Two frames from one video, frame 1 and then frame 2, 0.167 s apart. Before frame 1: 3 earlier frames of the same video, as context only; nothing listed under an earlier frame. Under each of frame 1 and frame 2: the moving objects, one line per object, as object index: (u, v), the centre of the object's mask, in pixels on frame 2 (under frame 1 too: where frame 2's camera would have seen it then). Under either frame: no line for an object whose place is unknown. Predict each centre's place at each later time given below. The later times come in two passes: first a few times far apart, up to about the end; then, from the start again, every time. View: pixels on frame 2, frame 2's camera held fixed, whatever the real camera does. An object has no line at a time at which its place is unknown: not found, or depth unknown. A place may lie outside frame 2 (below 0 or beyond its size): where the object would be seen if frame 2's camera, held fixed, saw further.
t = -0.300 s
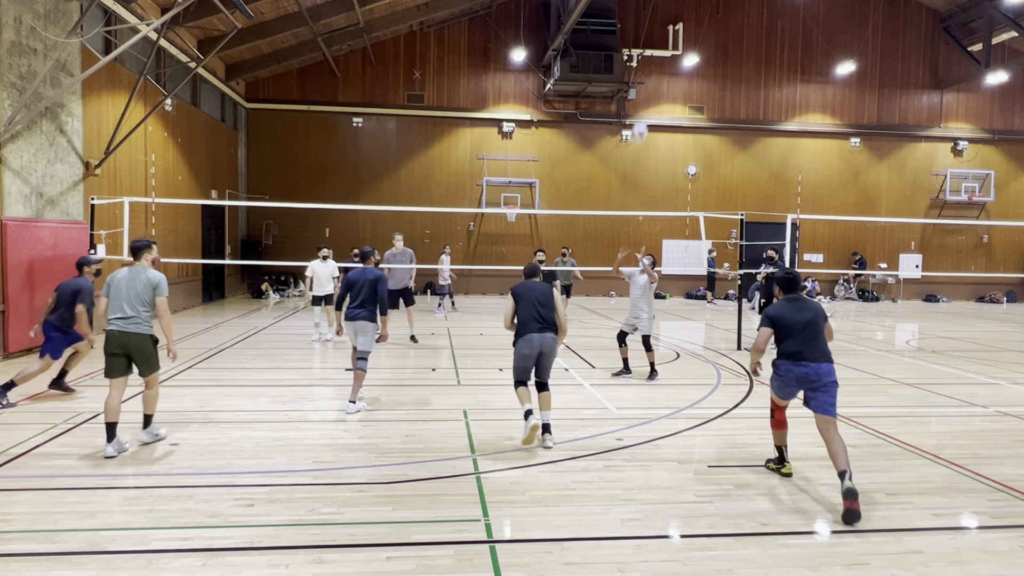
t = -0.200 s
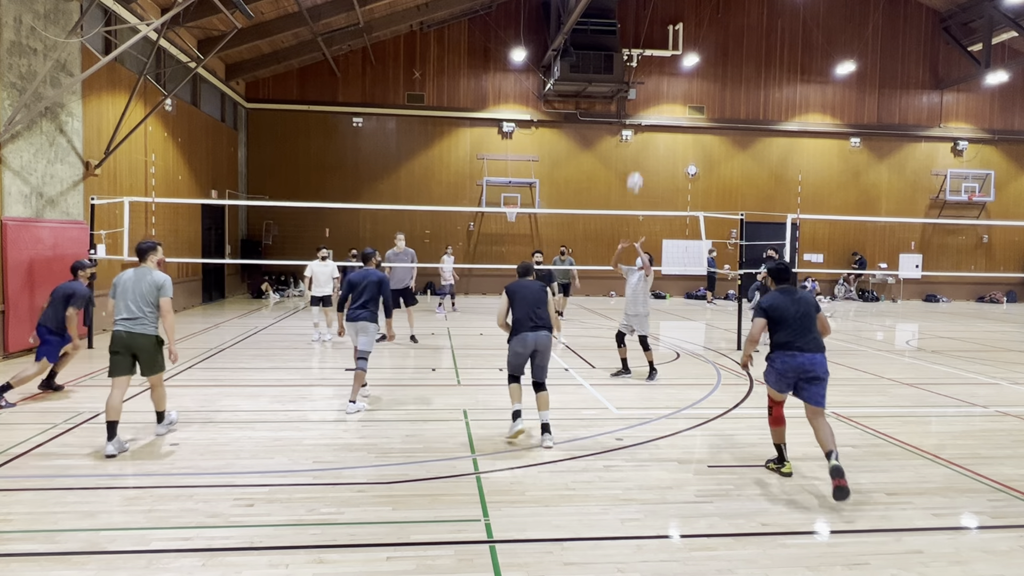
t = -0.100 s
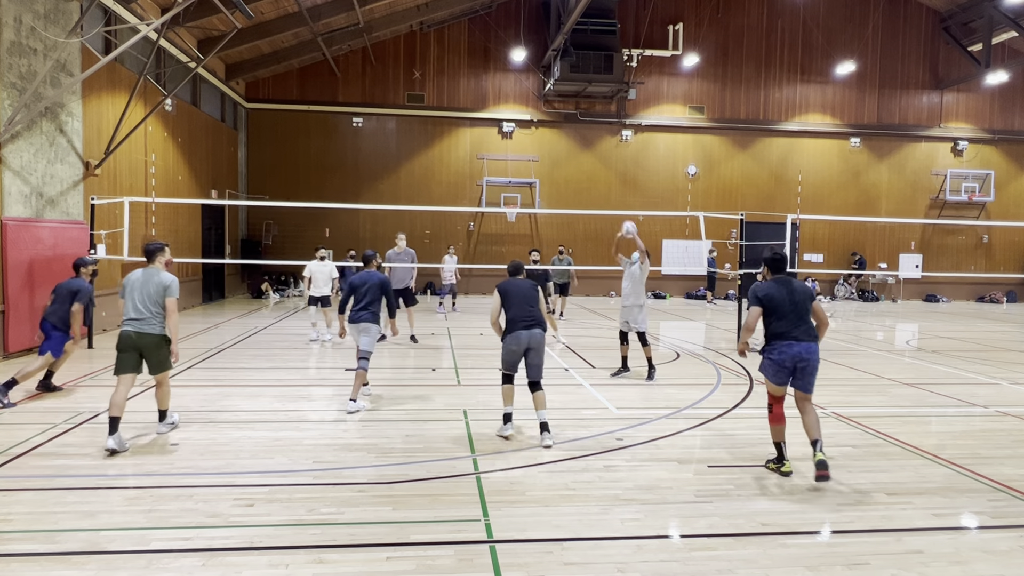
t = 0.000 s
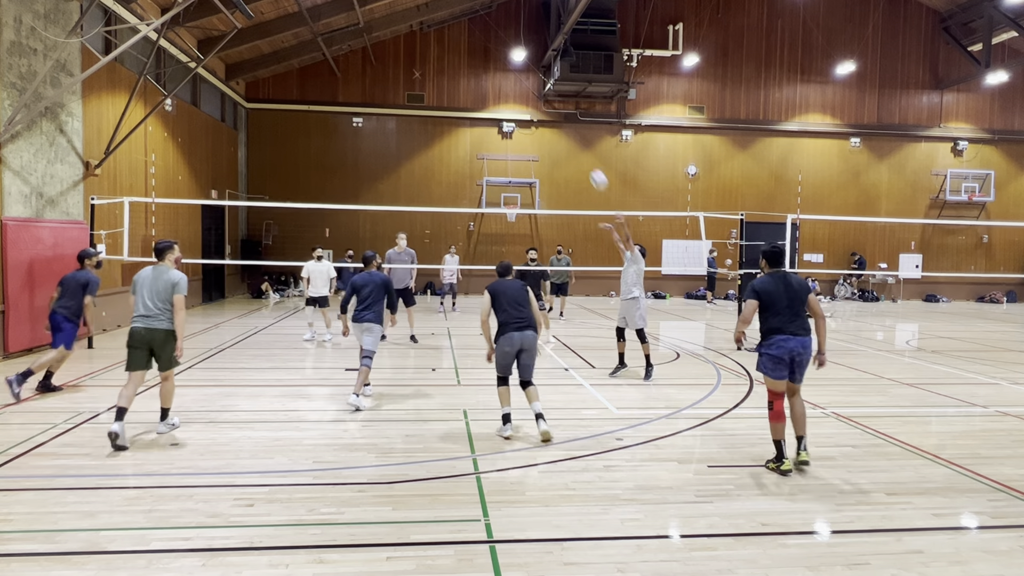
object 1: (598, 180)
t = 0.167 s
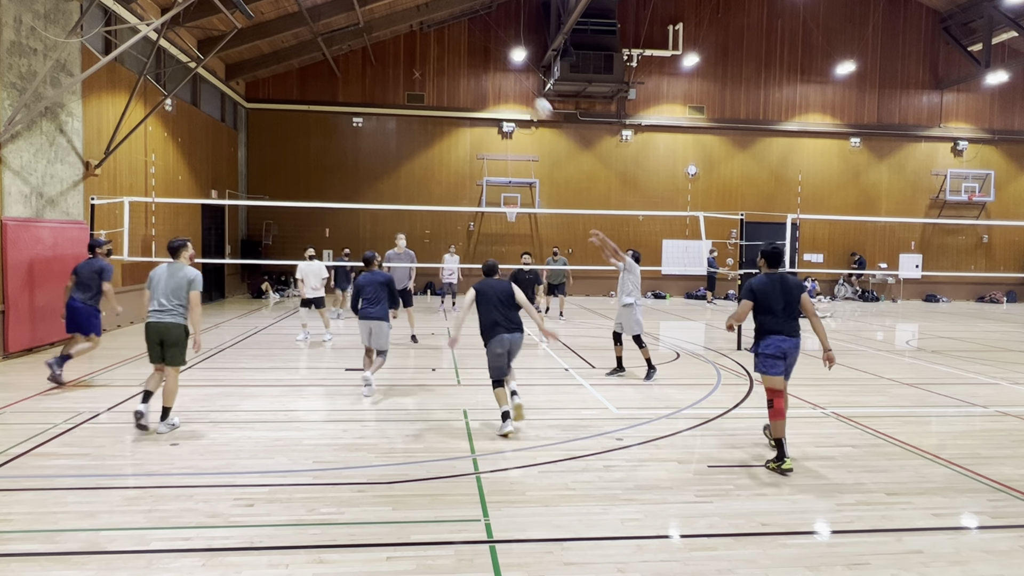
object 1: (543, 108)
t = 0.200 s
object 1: (532, 95)
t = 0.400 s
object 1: (466, 42)
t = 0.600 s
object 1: (401, 18)
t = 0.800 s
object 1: (337, 25)
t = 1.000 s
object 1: (276, 61)
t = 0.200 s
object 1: (532, 95)
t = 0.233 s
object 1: (520, 84)
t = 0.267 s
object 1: (510, 73)
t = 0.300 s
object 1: (498, 64)
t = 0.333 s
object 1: (487, 56)
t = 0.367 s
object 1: (477, 49)
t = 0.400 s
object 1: (466, 42)
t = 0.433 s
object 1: (455, 36)
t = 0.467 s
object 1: (444, 31)
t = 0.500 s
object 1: (433, 26)
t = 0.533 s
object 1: (422, 22)
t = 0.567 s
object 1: (412, 20)
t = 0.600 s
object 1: (401, 18)
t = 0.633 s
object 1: (390, 17)
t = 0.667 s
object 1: (379, 17)
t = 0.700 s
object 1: (369, 18)
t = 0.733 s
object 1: (358, 19)
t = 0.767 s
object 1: (347, 22)
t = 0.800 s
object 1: (337, 25)
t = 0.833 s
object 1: (327, 29)
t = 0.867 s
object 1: (317, 34)
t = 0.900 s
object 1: (306, 39)
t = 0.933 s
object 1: (296, 46)
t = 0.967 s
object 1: (286, 53)
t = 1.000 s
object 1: (276, 61)
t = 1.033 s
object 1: (266, 70)
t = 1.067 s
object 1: (256, 80)
